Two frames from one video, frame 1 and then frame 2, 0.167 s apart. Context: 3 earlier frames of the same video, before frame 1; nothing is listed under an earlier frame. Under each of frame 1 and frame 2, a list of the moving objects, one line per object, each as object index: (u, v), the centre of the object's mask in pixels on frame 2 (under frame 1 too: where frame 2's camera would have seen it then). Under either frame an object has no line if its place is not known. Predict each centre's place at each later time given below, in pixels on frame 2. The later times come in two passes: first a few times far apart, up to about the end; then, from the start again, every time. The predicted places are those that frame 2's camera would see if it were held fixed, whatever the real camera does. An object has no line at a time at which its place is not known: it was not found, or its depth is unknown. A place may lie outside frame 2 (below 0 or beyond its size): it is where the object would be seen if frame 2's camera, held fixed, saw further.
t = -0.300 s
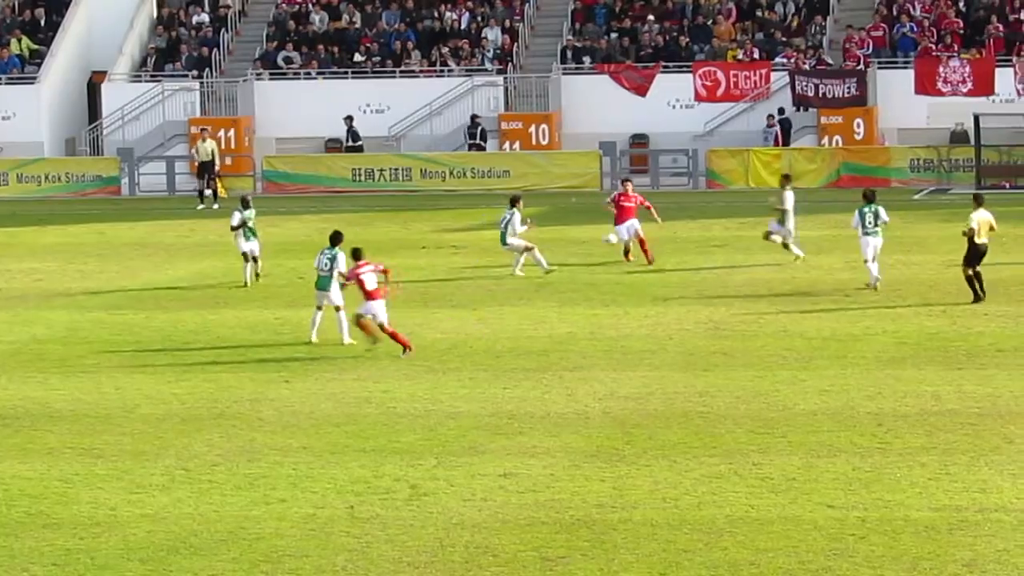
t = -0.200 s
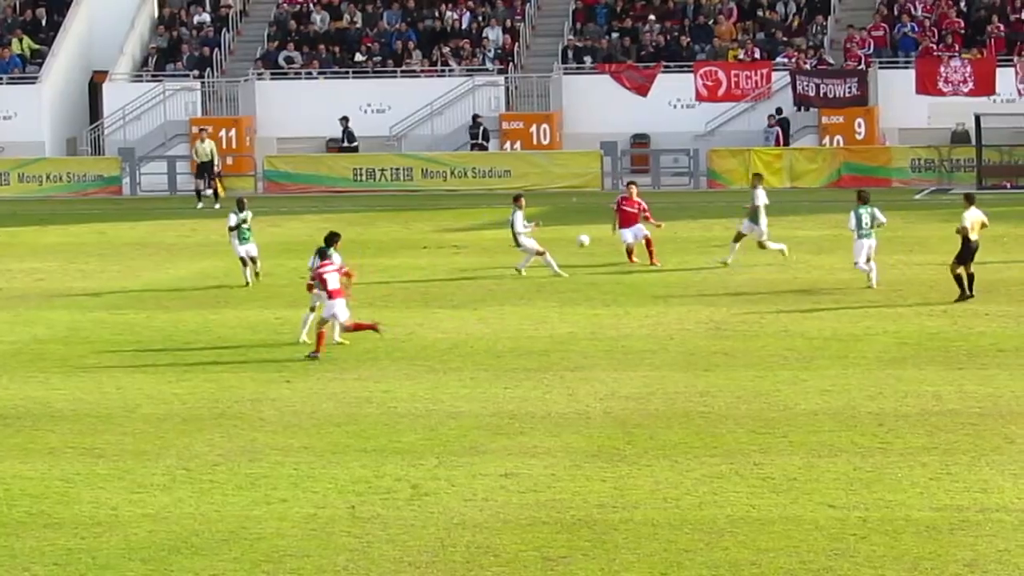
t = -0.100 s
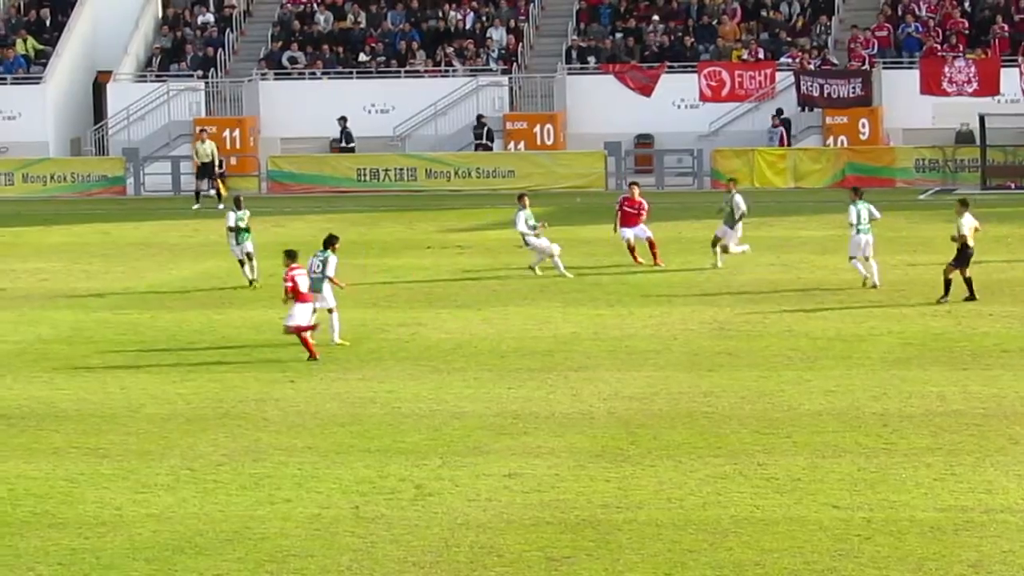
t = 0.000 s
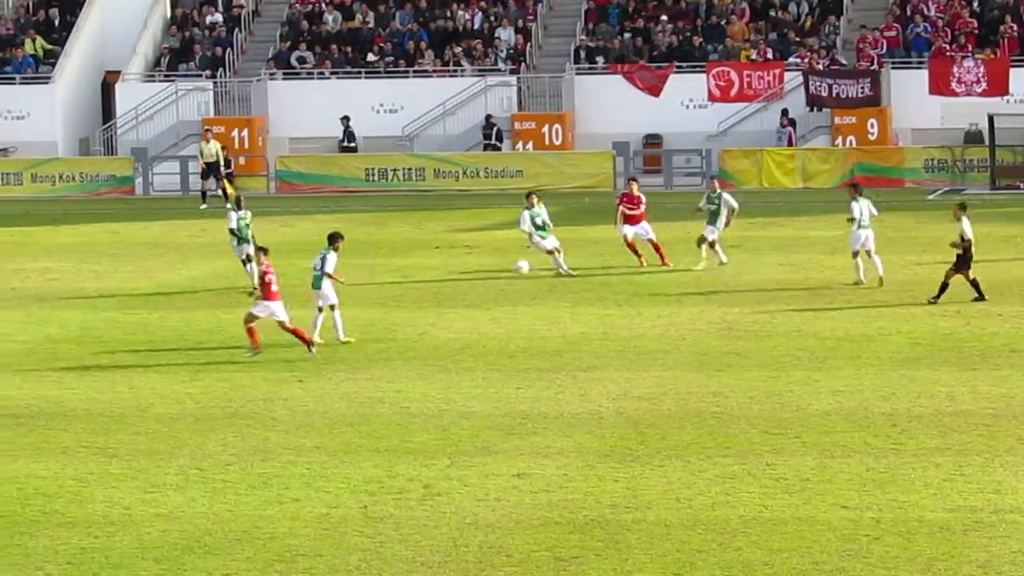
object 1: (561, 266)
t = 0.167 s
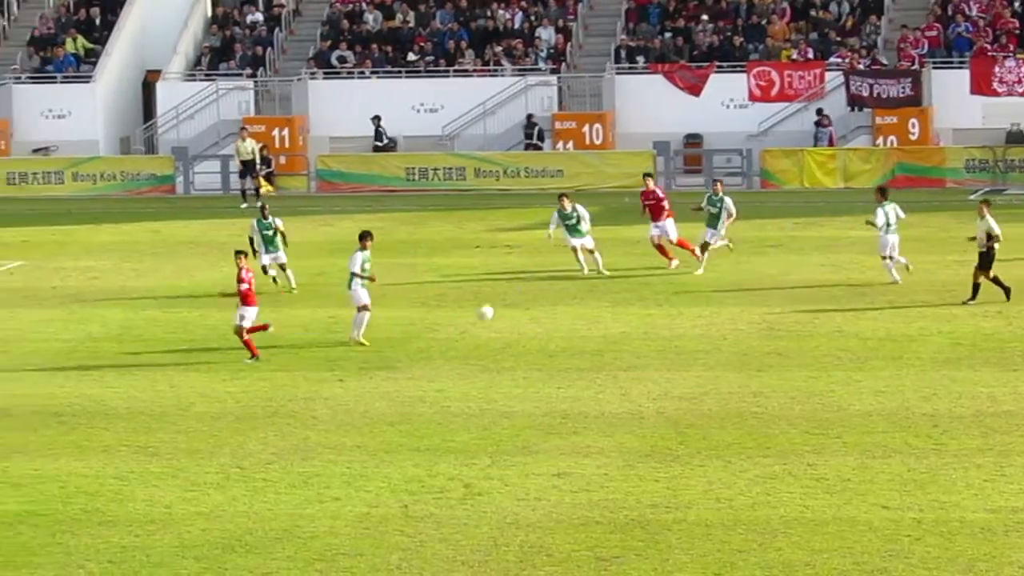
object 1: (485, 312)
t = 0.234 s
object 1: (451, 338)
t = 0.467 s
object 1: (326, 380)
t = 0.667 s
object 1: (218, 394)
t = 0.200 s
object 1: (468, 326)
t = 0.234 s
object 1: (451, 338)
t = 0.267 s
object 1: (433, 352)
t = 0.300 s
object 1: (414, 369)
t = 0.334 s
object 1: (394, 385)
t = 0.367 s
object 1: (376, 389)
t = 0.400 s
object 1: (360, 384)
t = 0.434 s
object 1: (343, 382)
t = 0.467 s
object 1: (326, 380)
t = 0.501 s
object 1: (308, 379)
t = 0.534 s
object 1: (290, 380)
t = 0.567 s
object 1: (273, 382)
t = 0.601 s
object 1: (255, 384)
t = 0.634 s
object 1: (237, 388)
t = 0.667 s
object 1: (218, 394)
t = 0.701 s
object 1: (198, 400)
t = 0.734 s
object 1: (178, 407)
